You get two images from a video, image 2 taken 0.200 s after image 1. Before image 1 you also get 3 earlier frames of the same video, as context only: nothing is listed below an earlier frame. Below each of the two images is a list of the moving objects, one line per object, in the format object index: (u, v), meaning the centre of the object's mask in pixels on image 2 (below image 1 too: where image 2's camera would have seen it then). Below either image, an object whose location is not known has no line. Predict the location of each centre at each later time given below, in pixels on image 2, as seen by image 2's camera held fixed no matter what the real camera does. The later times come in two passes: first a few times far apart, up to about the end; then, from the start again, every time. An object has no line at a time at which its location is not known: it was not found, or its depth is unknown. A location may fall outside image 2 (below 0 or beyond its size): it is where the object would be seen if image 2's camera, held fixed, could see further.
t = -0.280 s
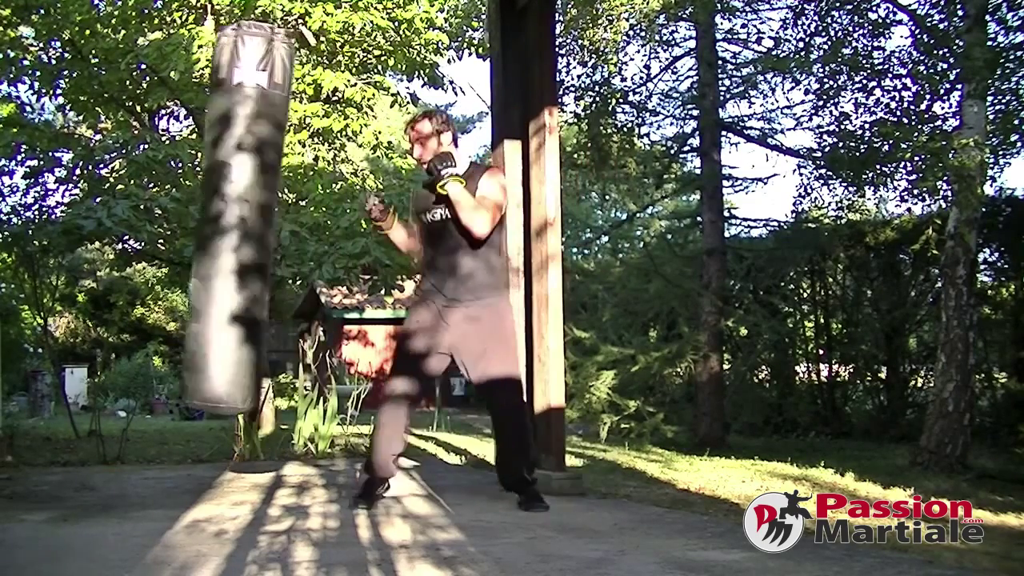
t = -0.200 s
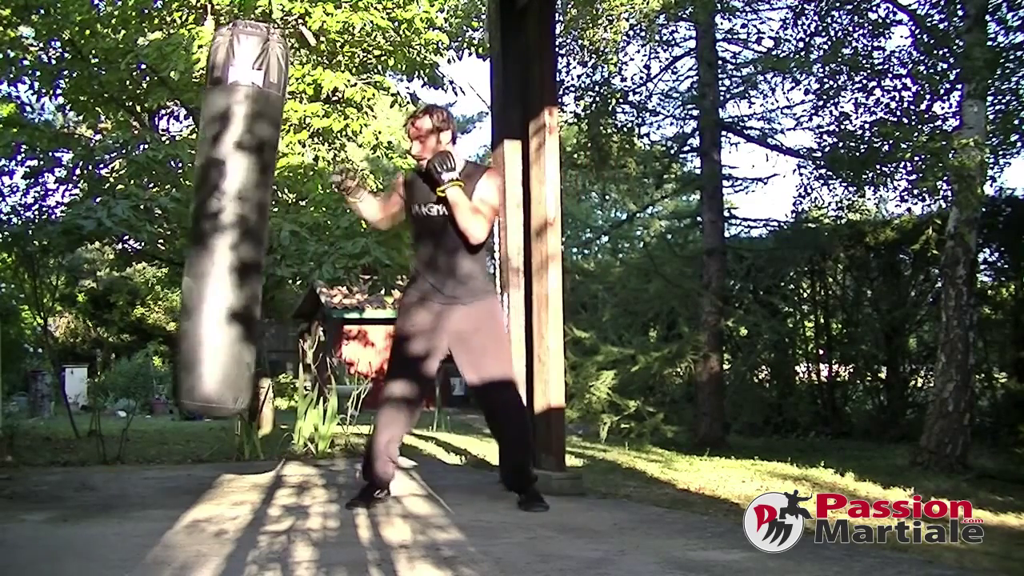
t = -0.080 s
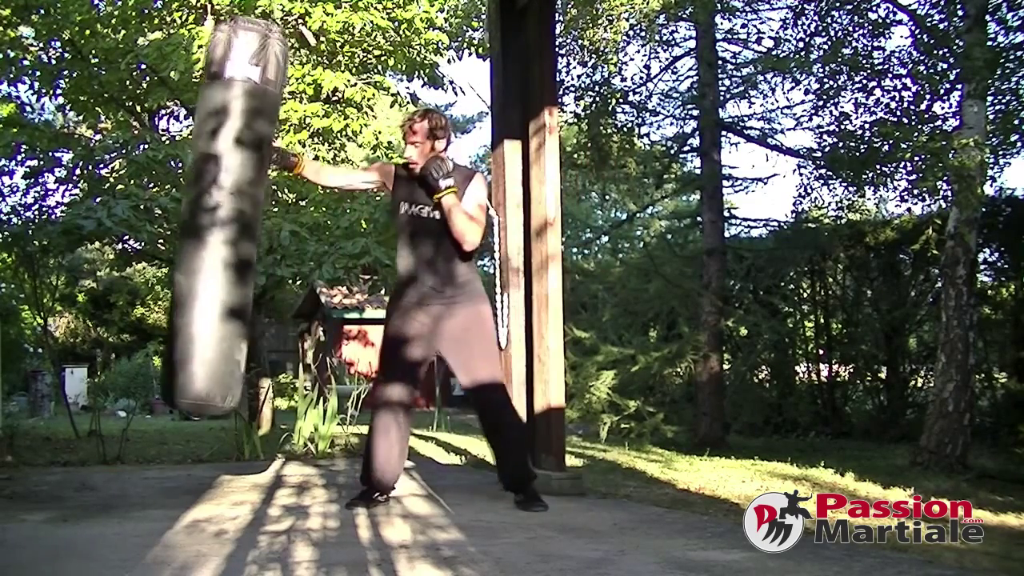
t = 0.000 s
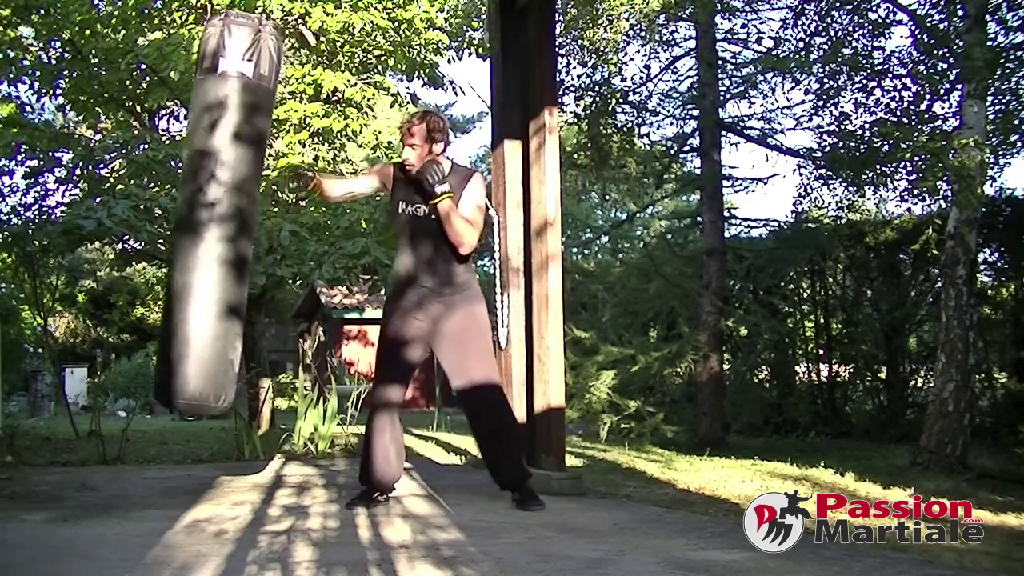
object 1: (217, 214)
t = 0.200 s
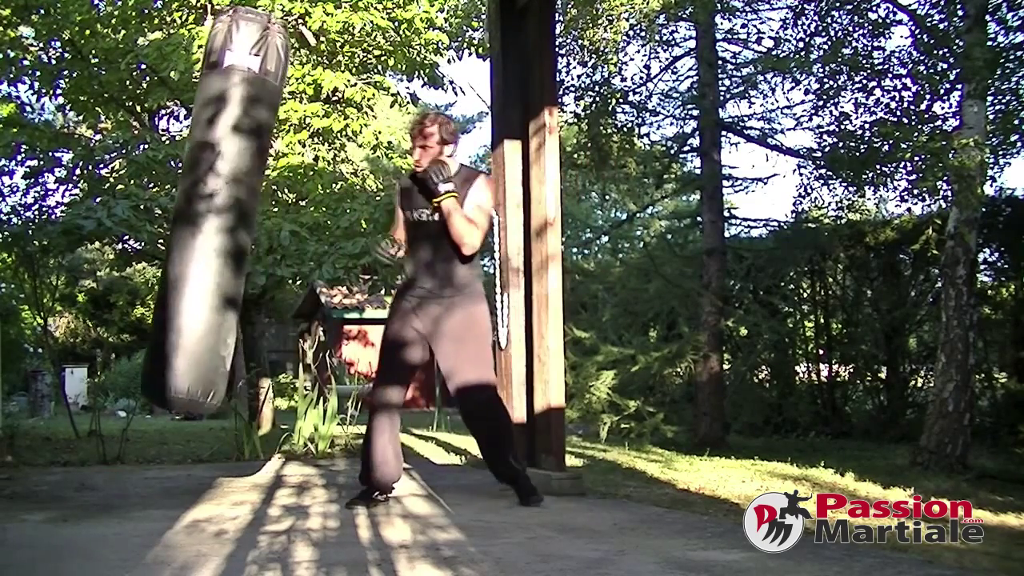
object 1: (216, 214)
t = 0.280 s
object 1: (218, 213)
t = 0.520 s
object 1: (240, 211)
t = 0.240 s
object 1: (217, 215)
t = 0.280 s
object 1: (218, 213)
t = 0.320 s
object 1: (221, 212)
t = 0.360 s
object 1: (223, 211)
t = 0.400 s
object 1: (226, 210)
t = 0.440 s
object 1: (230, 213)
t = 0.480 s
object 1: (234, 212)
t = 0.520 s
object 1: (240, 211)
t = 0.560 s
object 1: (246, 210)
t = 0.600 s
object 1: (252, 211)
